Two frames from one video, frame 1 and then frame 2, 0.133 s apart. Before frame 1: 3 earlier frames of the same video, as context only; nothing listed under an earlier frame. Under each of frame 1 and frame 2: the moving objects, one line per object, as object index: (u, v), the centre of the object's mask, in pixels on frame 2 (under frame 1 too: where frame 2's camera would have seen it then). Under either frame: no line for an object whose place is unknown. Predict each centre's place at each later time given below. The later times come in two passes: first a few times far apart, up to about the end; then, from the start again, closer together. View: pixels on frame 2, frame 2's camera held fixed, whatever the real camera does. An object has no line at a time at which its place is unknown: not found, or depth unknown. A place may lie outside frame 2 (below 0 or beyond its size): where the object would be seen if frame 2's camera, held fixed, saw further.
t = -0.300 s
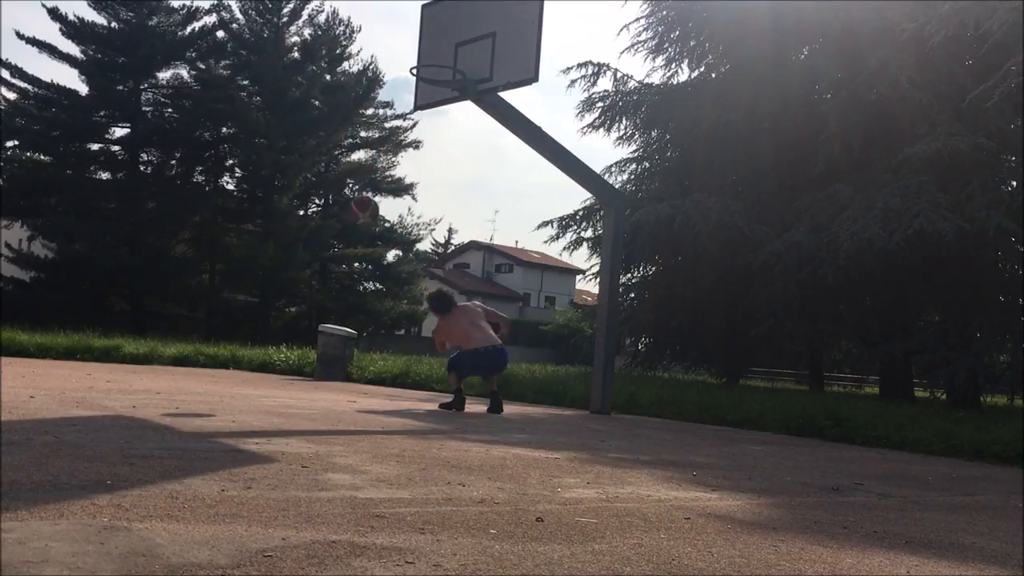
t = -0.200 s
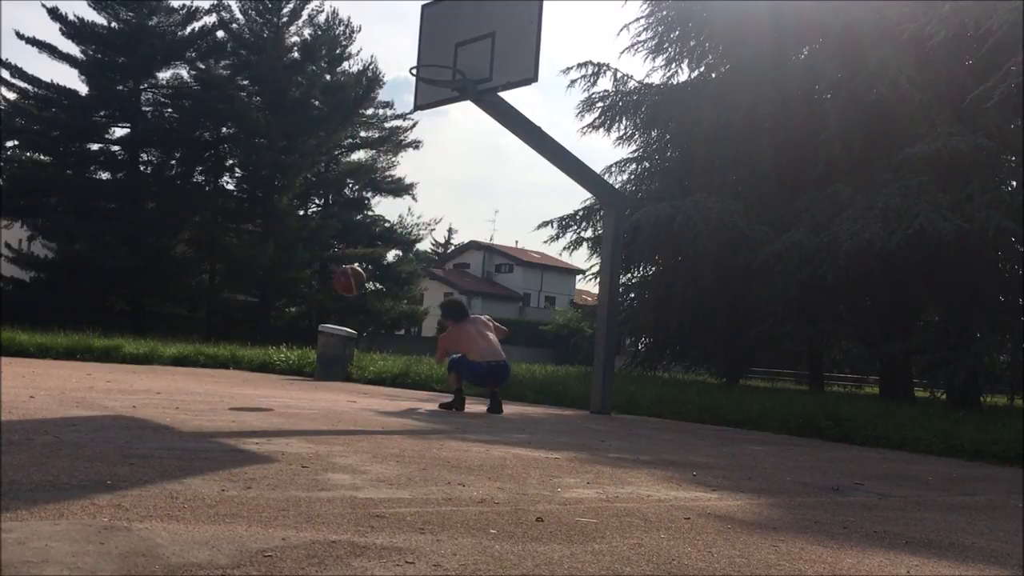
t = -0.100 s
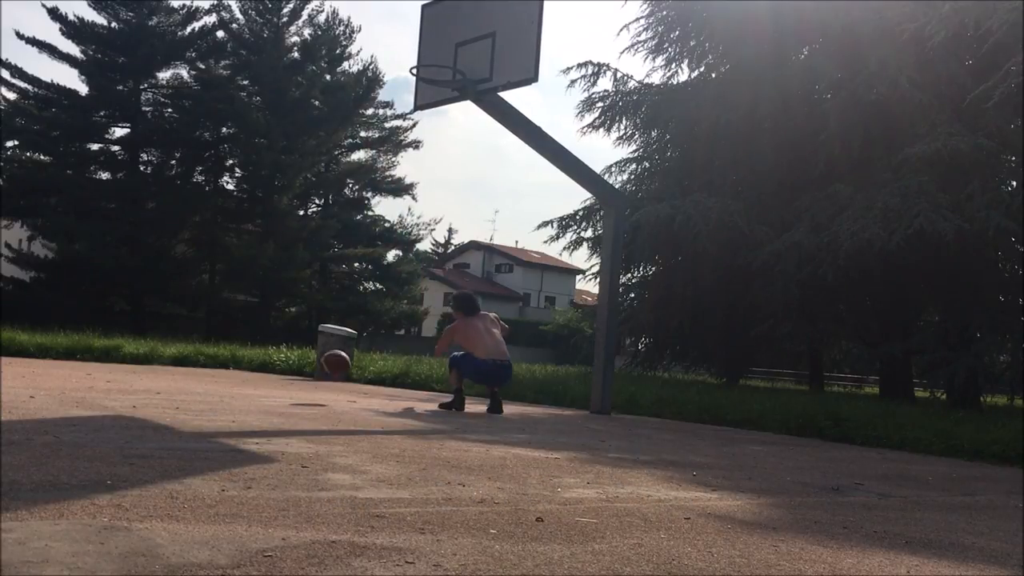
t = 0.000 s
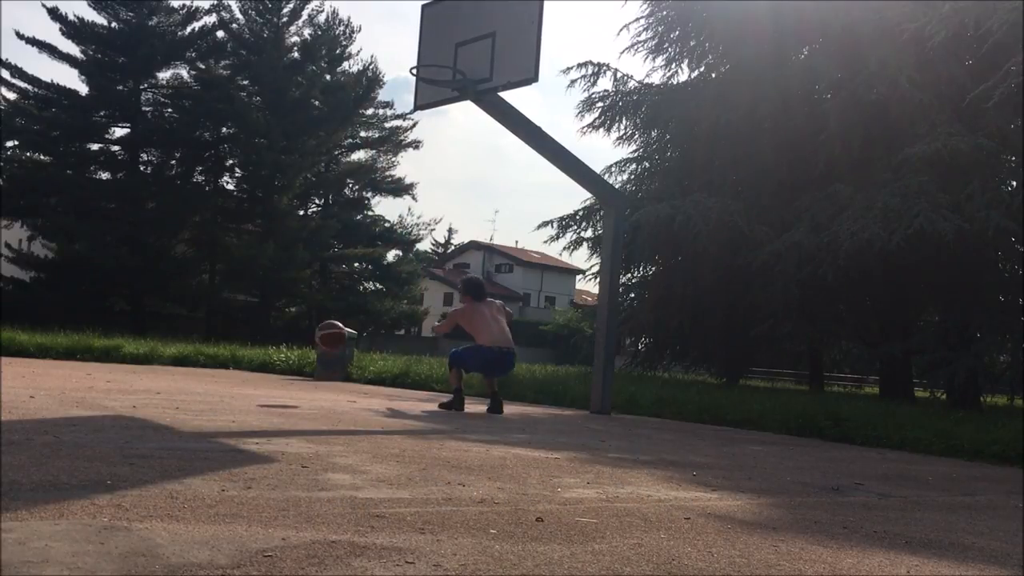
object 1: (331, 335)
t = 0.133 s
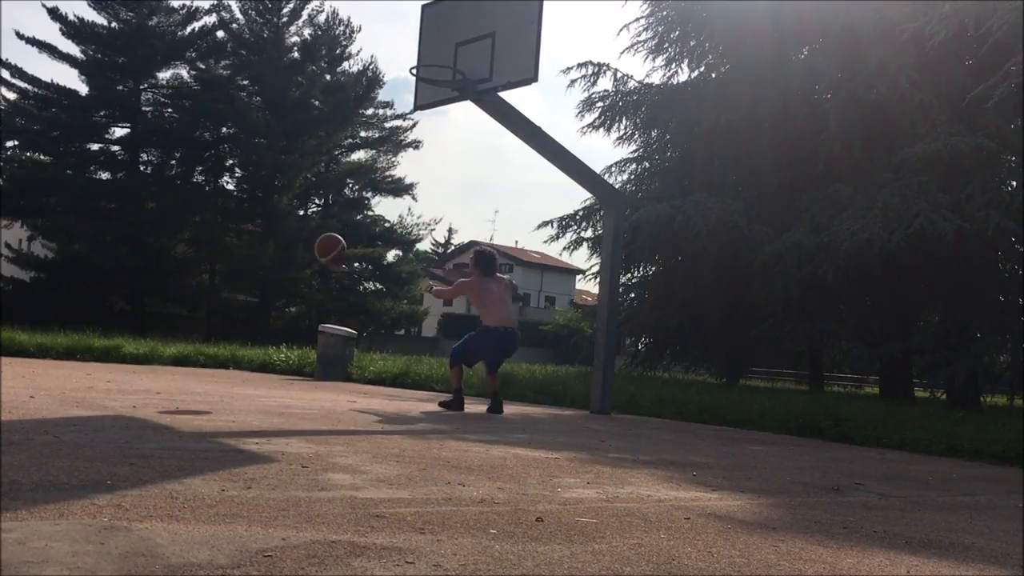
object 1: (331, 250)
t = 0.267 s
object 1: (328, 183)
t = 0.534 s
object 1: (316, 112)
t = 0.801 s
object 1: (296, 135)
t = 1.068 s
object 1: (266, 260)
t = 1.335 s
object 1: (244, 313)
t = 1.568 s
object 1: (241, 196)
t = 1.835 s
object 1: (228, 153)
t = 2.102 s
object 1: (204, 220)
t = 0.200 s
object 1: (329, 213)
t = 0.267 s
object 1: (328, 183)
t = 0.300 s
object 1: (326, 169)
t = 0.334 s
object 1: (325, 156)
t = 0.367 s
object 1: (323, 146)
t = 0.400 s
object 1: (322, 137)
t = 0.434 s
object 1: (321, 128)
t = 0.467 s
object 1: (319, 122)
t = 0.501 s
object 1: (318, 117)
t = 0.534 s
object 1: (316, 112)
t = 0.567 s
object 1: (313, 111)
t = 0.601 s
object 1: (311, 110)
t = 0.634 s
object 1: (309, 110)
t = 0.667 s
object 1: (307, 112)
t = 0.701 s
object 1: (304, 115)
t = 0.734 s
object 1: (302, 120)
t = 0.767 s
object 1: (299, 127)
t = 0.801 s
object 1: (296, 135)
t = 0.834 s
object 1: (293, 145)
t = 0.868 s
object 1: (289, 157)
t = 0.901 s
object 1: (285, 169)
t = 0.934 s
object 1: (282, 184)
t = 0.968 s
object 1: (278, 201)
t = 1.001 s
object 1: (273, 218)
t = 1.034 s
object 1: (270, 238)
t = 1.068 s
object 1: (266, 260)
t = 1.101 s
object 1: (262, 283)
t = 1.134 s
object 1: (257, 309)
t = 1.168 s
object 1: (252, 335)
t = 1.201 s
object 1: (248, 365)
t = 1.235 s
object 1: (243, 387)
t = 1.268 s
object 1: (243, 361)
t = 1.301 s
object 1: (243, 336)
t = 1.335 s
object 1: (244, 313)
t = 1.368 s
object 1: (243, 292)
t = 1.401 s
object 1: (244, 273)
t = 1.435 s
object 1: (242, 253)
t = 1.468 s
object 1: (242, 237)
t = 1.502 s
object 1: (242, 221)
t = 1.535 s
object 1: (241, 208)
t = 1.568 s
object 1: (241, 196)
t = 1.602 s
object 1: (239, 185)
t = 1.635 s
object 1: (238, 176)
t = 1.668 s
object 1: (237, 168)
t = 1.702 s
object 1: (235, 161)
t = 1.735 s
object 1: (234, 157)
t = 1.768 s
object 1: (231, 154)
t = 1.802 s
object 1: (230, 153)
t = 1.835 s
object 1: (228, 153)
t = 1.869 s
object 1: (225, 154)
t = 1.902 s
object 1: (223, 158)
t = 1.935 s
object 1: (220, 164)
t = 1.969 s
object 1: (217, 172)
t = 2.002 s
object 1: (214, 181)
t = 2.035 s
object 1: (211, 192)
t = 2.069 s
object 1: (207, 205)
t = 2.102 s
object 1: (204, 220)
